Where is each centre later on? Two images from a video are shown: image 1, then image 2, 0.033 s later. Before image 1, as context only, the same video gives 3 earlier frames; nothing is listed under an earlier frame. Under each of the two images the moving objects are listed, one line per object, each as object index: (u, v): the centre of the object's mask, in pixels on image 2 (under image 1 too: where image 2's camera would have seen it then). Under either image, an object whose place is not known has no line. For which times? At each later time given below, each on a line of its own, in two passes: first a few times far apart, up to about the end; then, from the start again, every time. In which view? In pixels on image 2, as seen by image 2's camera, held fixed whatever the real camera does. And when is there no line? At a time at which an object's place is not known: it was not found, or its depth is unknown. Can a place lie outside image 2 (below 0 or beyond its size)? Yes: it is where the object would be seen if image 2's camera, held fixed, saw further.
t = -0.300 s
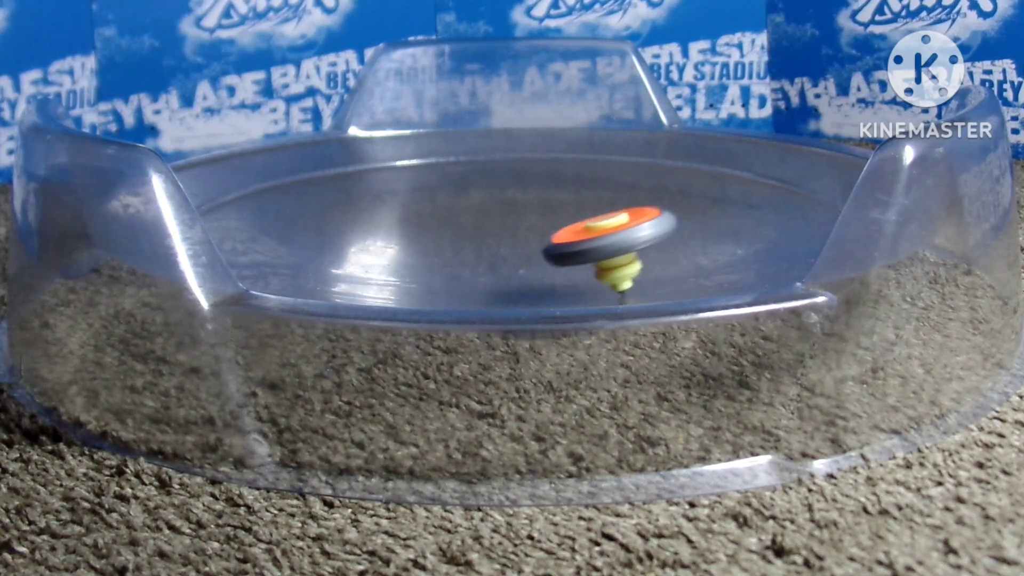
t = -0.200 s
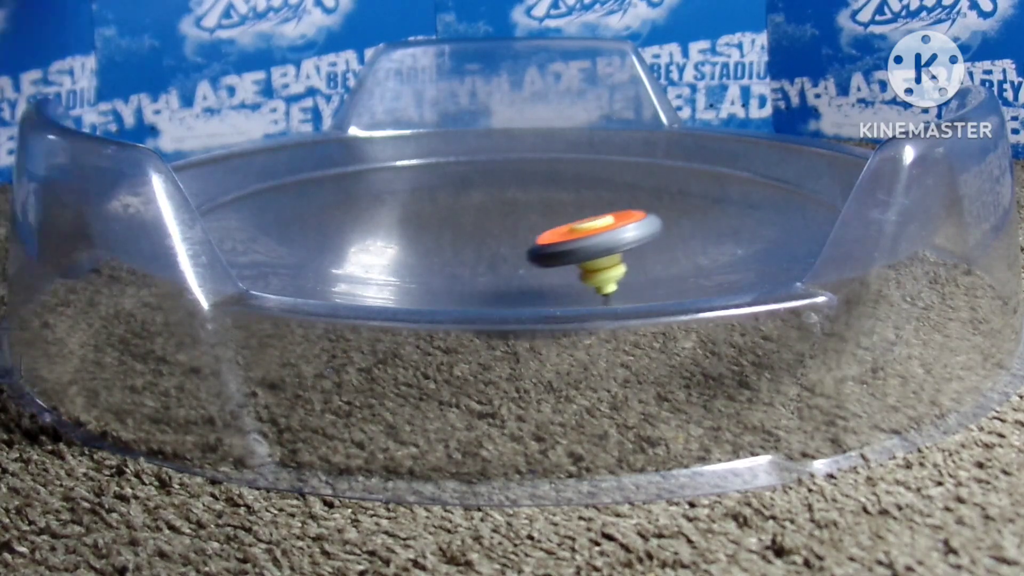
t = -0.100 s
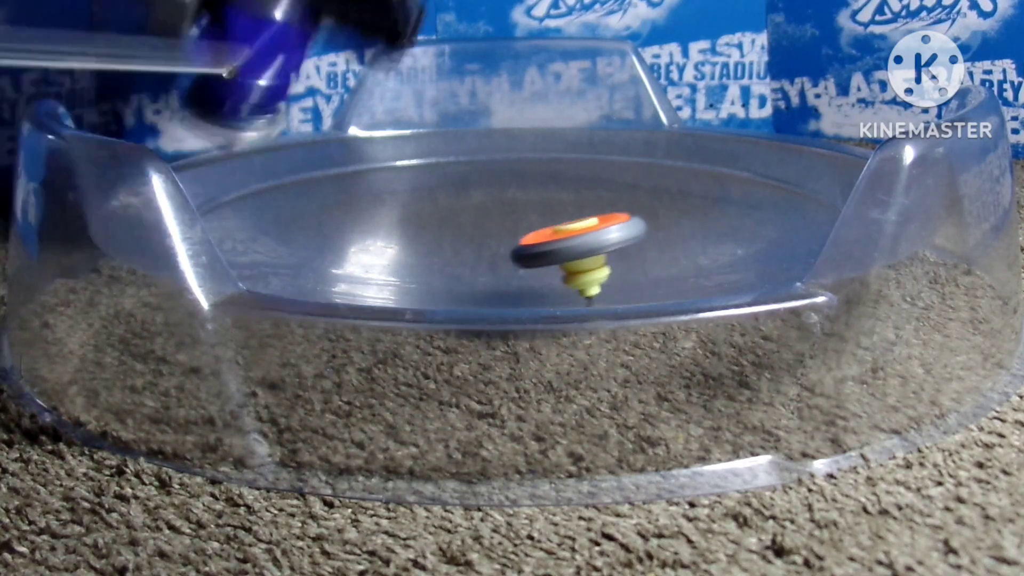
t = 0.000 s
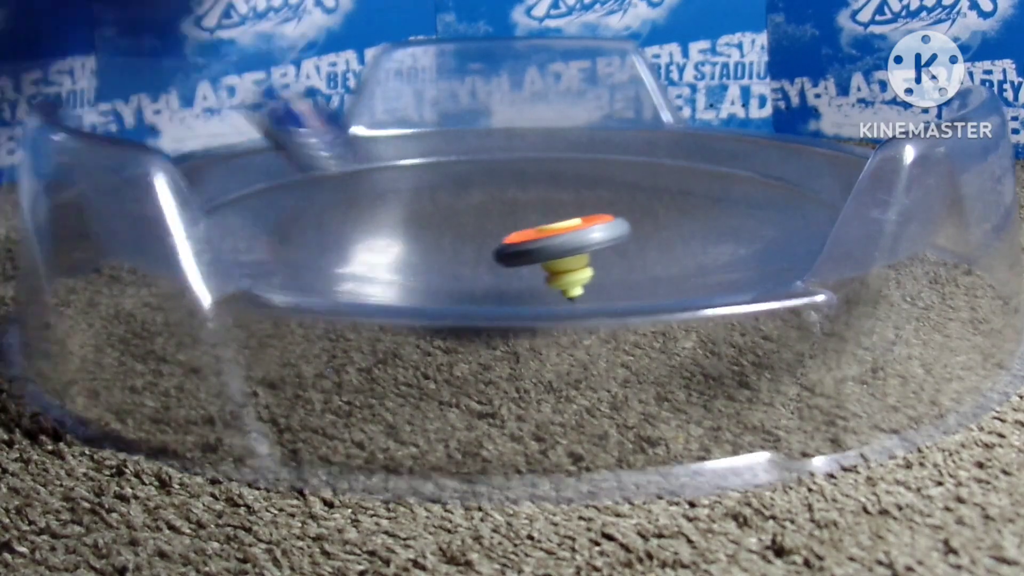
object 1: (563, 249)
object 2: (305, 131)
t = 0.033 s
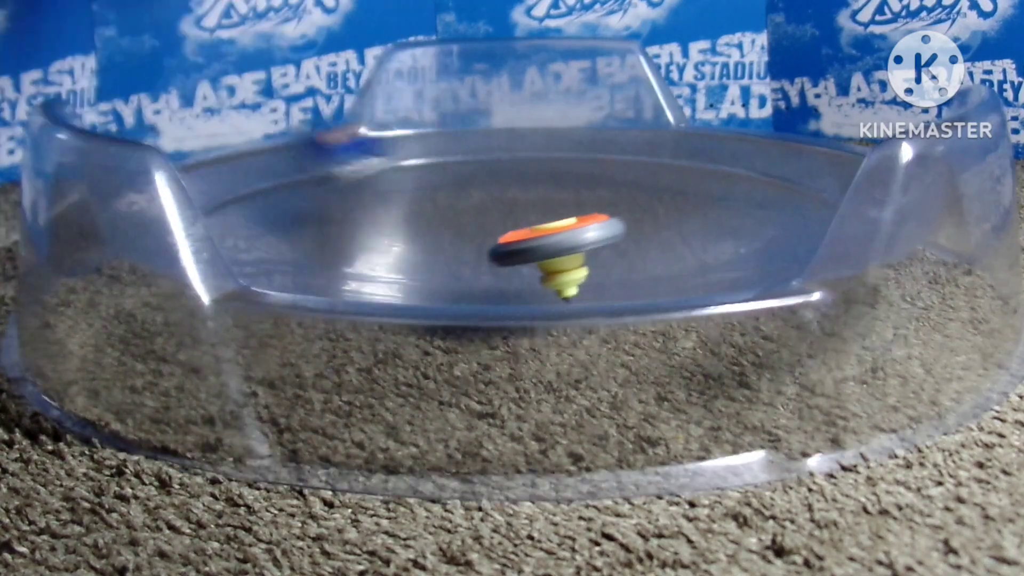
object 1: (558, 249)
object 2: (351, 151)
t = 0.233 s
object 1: (523, 250)
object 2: (584, 116)
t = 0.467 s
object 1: (482, 248)
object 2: (695, 99)
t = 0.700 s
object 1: (446, 247)
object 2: (687, 101)
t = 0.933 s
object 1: (414, 243)
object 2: (709, 105)
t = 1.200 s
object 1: (392, 237)
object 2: (773, 111)
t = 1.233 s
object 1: (389, 236)
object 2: (777, 115)
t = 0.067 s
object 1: (553, 250)
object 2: (397, 140)
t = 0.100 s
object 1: (547, 250)
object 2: (445, 129)
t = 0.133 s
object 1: (541, 250)
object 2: (480, 120)
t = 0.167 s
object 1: (535, 250)
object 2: (524, 117)
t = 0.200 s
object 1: (529, 250)
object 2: (558, 108)
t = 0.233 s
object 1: (523, 250)
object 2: (584, 116)
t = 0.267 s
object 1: (517, 250)
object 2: (608, 118)
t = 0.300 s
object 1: (511, 250)
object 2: (630, 120)
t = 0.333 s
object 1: (505, 250)
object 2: (651, 116)
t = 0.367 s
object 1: (499, 249)
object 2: (672, 107)
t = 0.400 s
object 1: (493, 249)
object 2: (689, 102)
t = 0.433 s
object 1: (488, 249)
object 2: (693, 92)
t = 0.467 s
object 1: (482, 248)
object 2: (695, 99)
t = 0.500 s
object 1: (476, 249)
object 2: (691, 99)
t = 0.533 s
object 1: (471, 248)
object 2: (683, 101)
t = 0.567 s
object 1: (466, 248)
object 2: (674, 108)
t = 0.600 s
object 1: (460, 248)
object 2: (670, 110)
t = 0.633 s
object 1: (455, 247)
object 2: (672, 109)
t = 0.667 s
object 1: (450, 247)
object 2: (681, 106)
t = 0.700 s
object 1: (446, 247)
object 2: (687, 101)
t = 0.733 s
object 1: (441, 246)
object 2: (684, 105)
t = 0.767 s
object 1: (436, 245)
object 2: (684, 106)
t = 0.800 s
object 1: (432, 245)
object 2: (690, 105)
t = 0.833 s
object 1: (427, 244)
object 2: (693, 103)
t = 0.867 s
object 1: (423, 244)
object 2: (694, 107)
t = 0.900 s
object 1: (418, 243)
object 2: (702, 106)
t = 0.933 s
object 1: (414, 243)
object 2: (709, 105)
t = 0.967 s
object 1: (411, 242)
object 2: (714, 108)
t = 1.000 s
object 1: (407, 242)
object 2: (727, 107)
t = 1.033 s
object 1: (404, 240)
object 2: (730, 106)
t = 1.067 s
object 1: (401, 239)
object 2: (732, 112)
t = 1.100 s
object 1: (399, 239)
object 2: (743, 111)
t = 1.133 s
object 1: (397, 238)
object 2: (759, 110)
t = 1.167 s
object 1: (394, 237)
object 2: (765, 111)
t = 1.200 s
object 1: (392, 237)
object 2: (773, 111)
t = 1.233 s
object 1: (389, 236)
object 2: (777, 115)
